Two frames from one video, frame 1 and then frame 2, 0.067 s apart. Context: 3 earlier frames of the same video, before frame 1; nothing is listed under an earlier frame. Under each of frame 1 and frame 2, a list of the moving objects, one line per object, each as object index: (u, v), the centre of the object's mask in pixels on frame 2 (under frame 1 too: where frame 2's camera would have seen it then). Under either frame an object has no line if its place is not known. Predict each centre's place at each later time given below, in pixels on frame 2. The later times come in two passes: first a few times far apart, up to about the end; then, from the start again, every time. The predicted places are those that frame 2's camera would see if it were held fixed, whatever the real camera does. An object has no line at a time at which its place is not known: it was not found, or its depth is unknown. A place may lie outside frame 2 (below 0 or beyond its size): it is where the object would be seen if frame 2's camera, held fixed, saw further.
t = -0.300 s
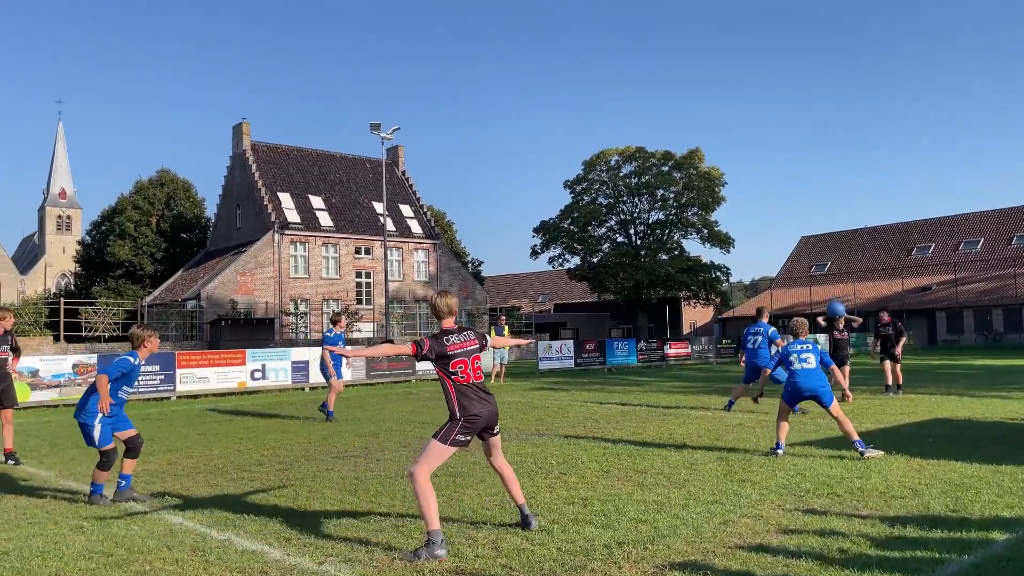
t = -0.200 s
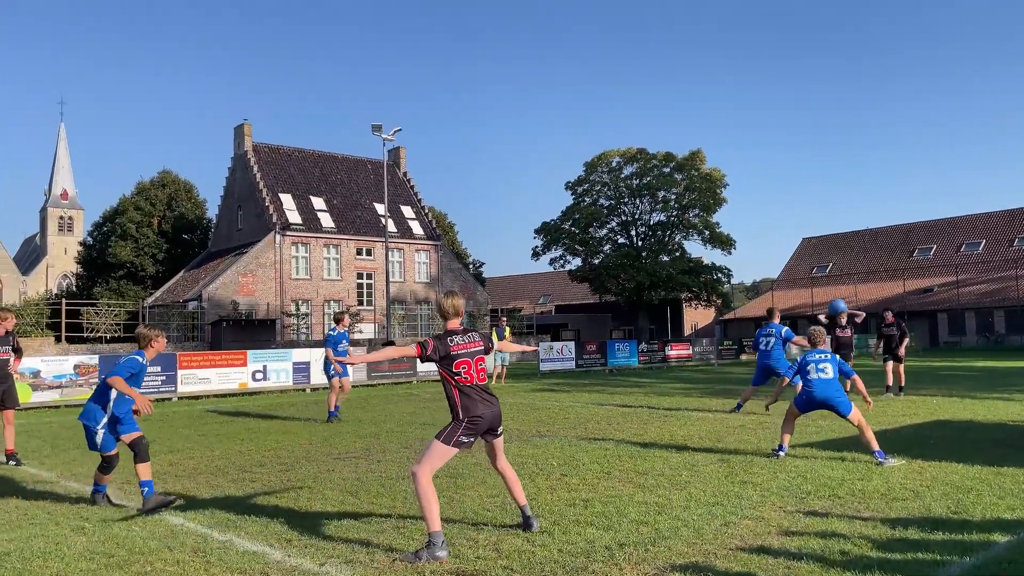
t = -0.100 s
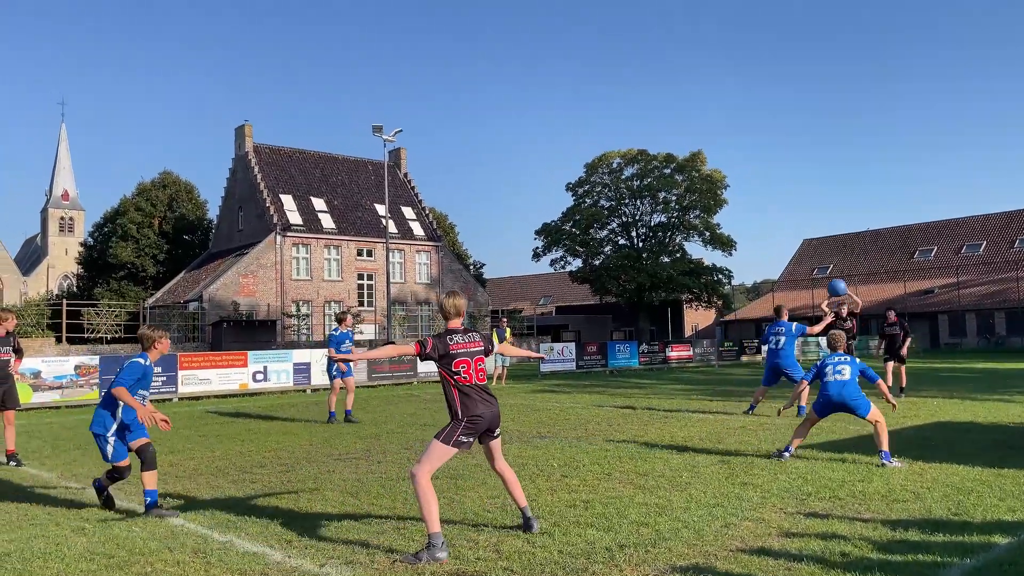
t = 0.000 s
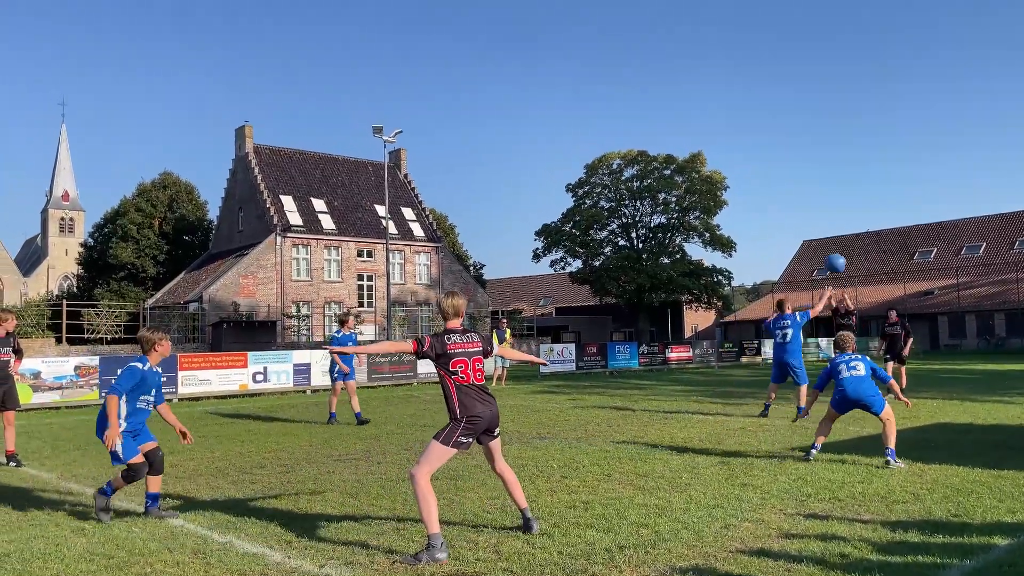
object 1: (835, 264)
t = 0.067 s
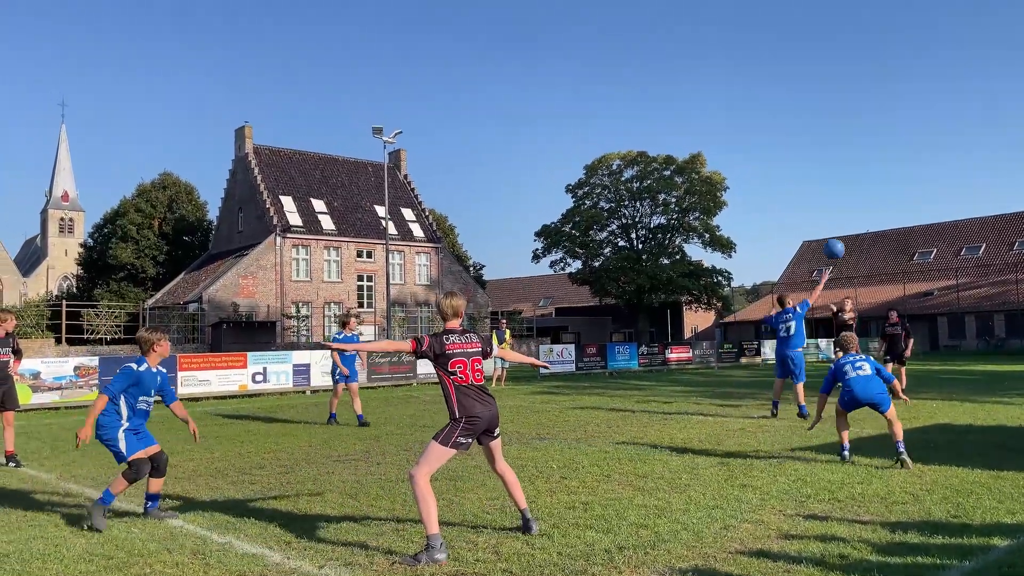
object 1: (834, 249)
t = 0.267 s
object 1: (831, 212)
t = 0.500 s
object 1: (831, 195)
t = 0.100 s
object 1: (833, 242)
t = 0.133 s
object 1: (833, 236)
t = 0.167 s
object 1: (832, 229)
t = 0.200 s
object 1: (832, 223)
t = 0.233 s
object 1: (831, 218)
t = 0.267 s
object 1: (831, 212)
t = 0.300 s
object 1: (831, 208)
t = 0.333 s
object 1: (831, 204)
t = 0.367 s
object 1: (831, 201)
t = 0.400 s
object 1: (831, 198)
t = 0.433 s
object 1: (831, 196)
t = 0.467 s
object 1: (831, 195)
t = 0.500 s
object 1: (831, 195)
